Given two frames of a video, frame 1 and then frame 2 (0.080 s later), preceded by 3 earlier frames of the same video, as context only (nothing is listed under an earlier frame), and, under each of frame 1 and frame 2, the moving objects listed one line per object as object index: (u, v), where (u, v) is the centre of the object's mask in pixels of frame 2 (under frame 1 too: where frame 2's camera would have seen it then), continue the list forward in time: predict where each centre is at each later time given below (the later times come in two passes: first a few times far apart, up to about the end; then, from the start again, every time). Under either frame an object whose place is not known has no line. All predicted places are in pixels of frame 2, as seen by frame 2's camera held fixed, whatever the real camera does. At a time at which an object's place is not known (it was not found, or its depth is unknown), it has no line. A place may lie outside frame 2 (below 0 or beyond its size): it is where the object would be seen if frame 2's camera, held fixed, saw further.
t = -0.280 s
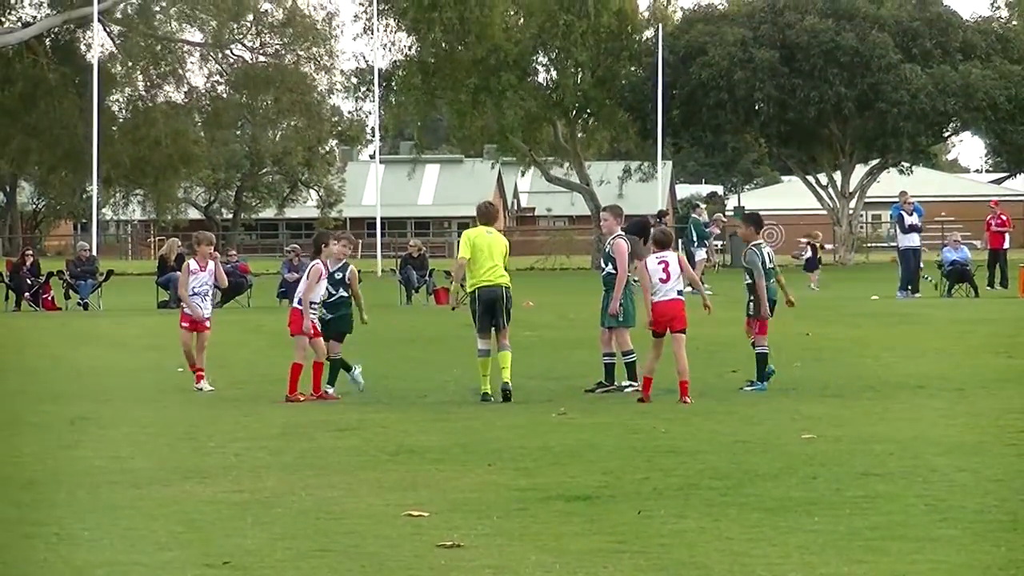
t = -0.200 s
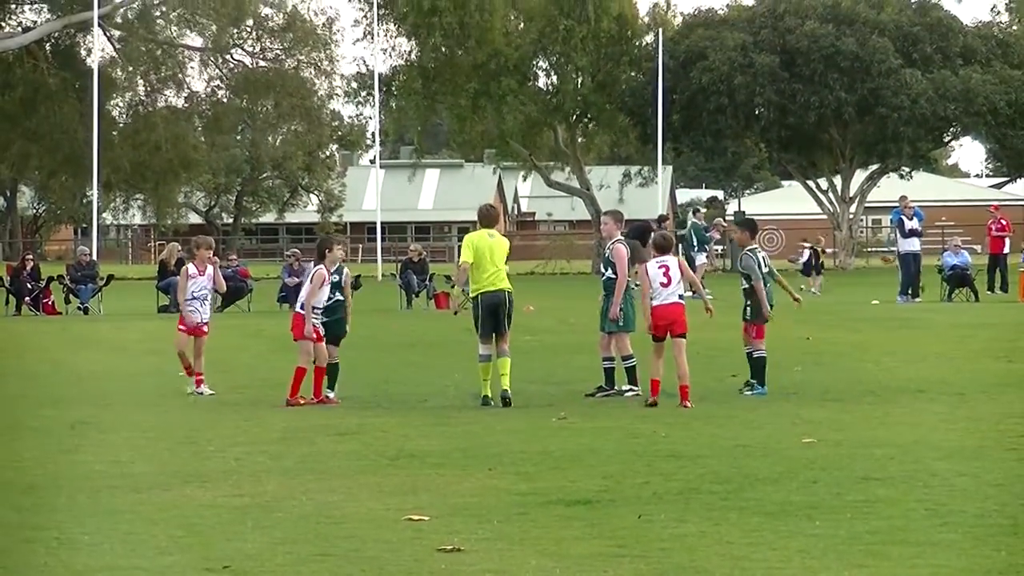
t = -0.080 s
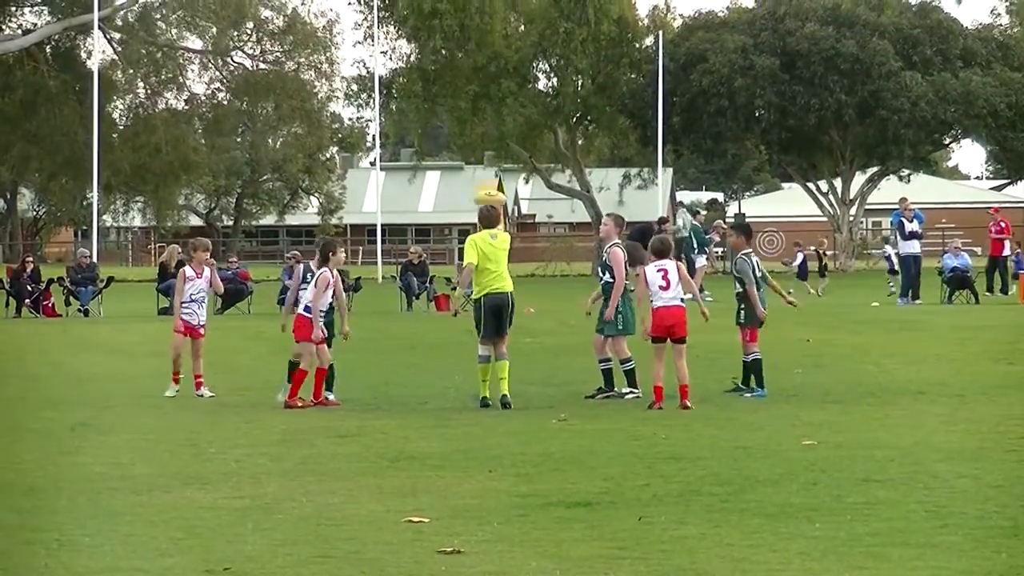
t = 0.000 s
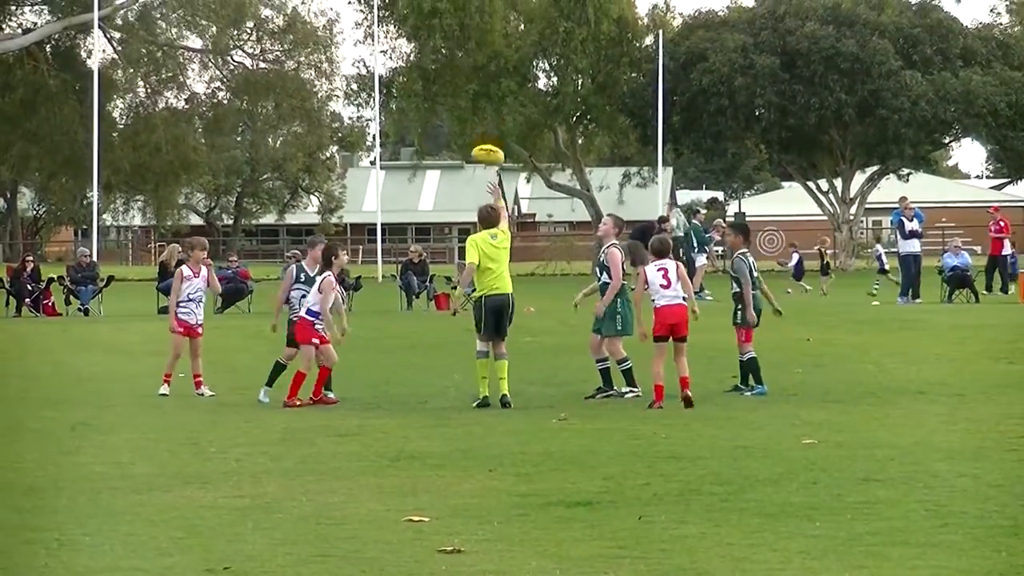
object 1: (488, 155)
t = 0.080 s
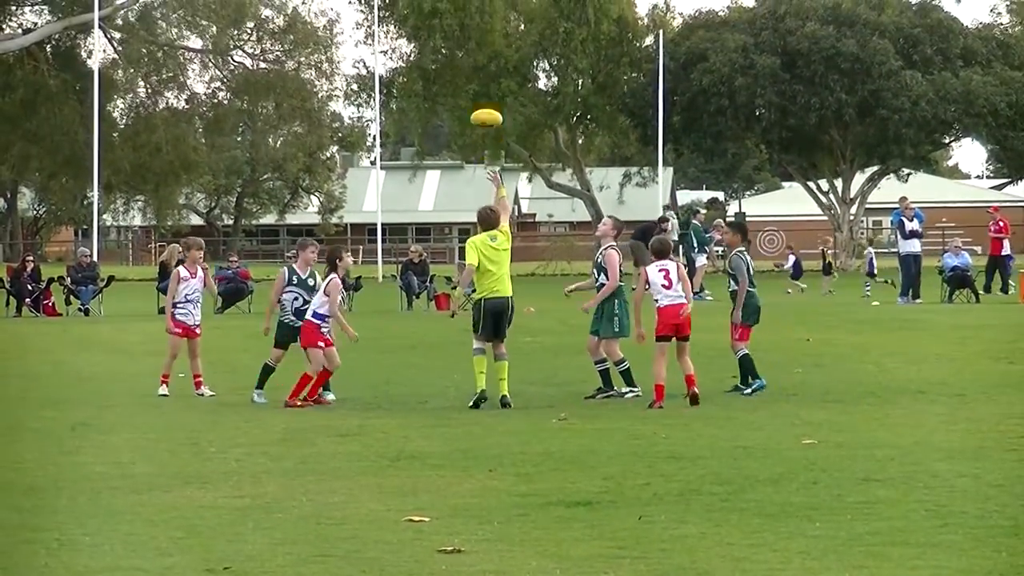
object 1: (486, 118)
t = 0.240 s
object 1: (483, 70)
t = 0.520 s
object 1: (480, 61)
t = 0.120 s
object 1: (485, 102)
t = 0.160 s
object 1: (484, 89)
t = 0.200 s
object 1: (484, 78)
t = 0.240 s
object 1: (483, 70)
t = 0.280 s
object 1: (483, 64)
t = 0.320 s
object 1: (482, 59)
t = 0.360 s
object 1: (482, 56)
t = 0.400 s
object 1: (481, 53)
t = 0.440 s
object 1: (481, 54)
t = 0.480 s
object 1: (480, 56)
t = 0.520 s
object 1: (480, 61)
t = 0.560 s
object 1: (479, 68)
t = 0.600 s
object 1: (479, 78)
